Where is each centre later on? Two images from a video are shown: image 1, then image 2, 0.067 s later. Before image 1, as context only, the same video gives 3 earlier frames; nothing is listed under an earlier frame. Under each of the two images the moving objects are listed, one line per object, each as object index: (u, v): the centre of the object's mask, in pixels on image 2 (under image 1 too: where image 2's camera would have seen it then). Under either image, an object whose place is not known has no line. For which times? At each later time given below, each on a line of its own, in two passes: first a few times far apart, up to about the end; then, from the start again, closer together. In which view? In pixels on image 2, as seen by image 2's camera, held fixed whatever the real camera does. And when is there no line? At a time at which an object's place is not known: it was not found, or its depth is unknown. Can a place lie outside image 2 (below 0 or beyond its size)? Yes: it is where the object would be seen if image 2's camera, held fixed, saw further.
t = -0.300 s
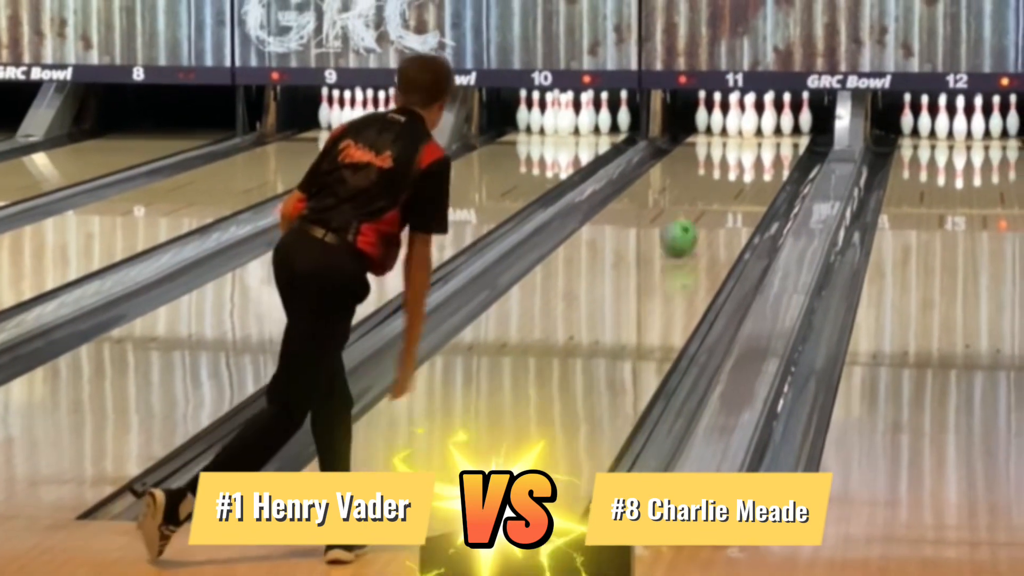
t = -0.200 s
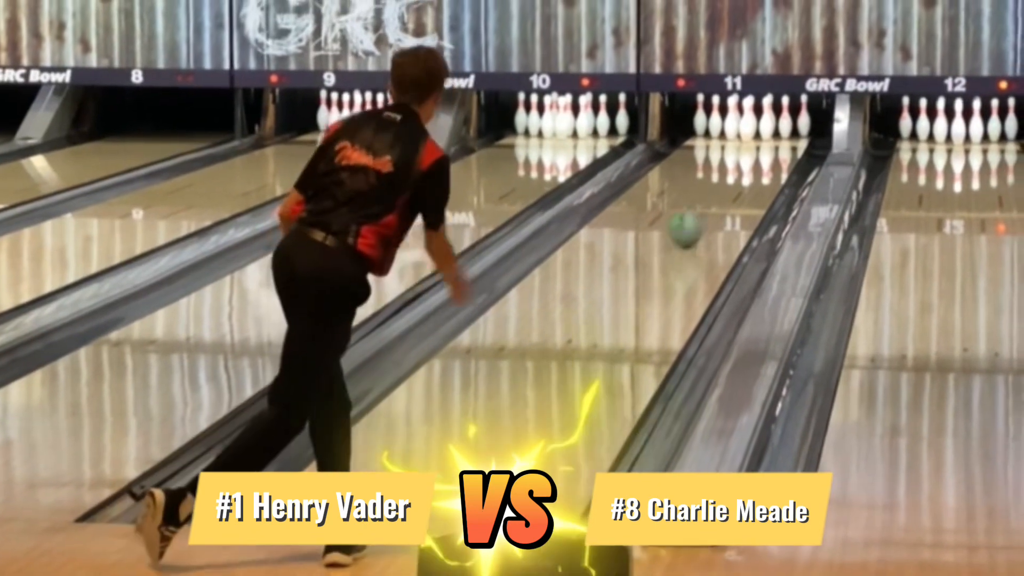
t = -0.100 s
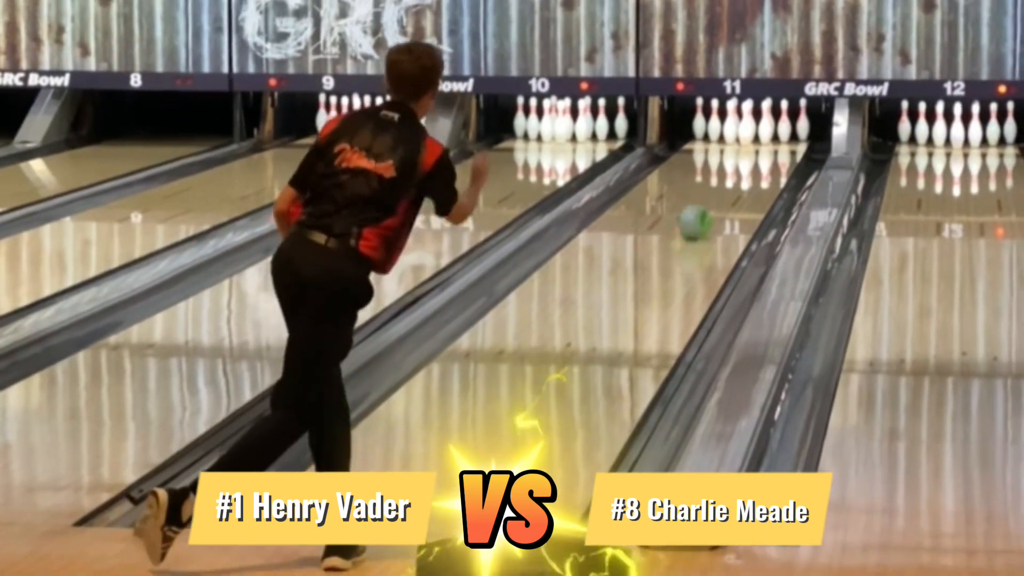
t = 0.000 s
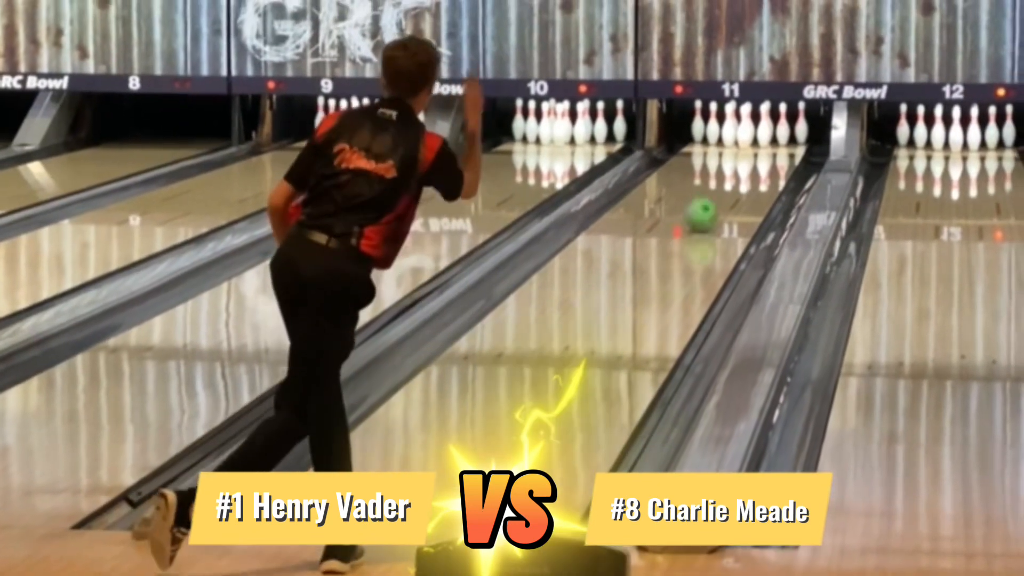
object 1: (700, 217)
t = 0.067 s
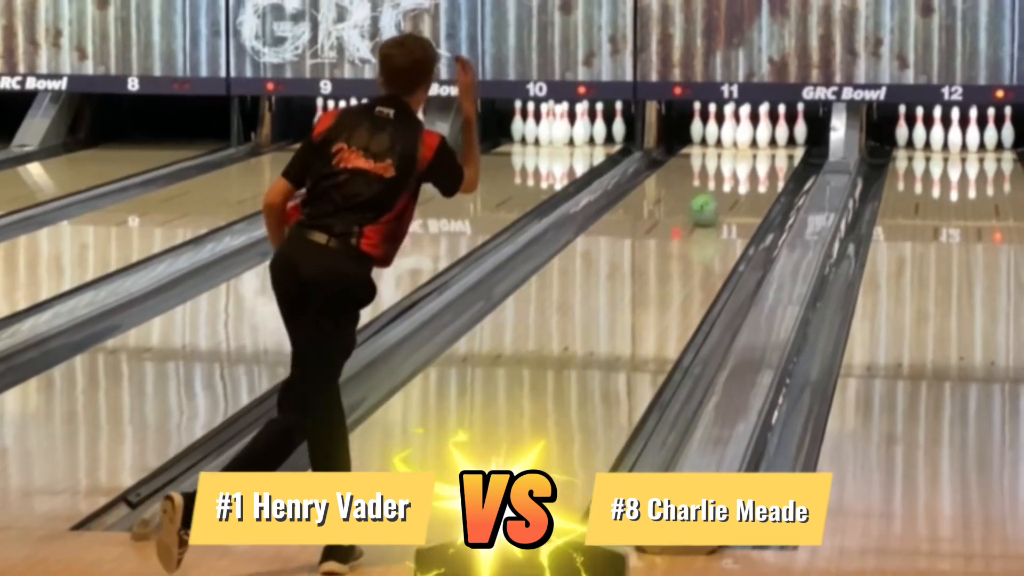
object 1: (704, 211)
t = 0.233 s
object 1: (717, 199)
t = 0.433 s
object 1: (725, 184)
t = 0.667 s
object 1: (735, 169)
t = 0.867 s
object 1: (740, 159)
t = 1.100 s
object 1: (741, 150)
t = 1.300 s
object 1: (738, 146)
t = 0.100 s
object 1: (706, 208)
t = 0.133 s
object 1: (709, 205)
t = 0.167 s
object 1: (712, 203)
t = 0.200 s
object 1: (714, 201)
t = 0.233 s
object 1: (717, 199)
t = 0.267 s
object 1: (718, 195)
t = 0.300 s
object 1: (719, 193)
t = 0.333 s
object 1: (719, 190)
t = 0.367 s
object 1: (723, 187)
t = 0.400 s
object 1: (723, 187)
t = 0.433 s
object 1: (725, 184)
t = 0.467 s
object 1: (727, 182)
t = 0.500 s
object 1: (728, 179)
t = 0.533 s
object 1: (730, 176)
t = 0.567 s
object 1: (732, 174)
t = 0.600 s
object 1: (732, 173)
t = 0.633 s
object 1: (733, 171)
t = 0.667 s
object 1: (735, 169)
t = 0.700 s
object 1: (737, 168)
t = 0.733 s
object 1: (737, 165)
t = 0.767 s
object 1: (738, 164)
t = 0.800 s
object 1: (739, 162)
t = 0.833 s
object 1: (740, 160)
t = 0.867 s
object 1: (740, 159)
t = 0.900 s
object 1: (741, 158)
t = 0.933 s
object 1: (741, 157)
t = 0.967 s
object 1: (741, 156)
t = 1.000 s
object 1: (742, 155)
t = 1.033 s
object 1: (741, 153)
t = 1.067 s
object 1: (742, 151)
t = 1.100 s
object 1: (741, 150)
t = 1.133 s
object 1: (741, 149)
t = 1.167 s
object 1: (741, 150)
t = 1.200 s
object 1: (740, 146)
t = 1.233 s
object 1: (739, 145)
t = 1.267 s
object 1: (737, 145)
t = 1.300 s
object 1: (738, 146)
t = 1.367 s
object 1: (737, 142)
